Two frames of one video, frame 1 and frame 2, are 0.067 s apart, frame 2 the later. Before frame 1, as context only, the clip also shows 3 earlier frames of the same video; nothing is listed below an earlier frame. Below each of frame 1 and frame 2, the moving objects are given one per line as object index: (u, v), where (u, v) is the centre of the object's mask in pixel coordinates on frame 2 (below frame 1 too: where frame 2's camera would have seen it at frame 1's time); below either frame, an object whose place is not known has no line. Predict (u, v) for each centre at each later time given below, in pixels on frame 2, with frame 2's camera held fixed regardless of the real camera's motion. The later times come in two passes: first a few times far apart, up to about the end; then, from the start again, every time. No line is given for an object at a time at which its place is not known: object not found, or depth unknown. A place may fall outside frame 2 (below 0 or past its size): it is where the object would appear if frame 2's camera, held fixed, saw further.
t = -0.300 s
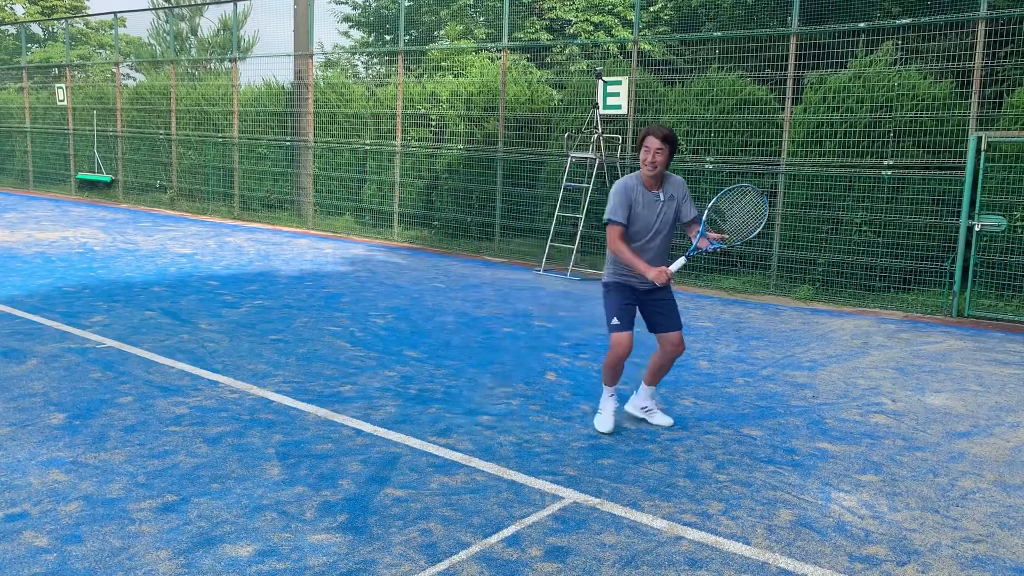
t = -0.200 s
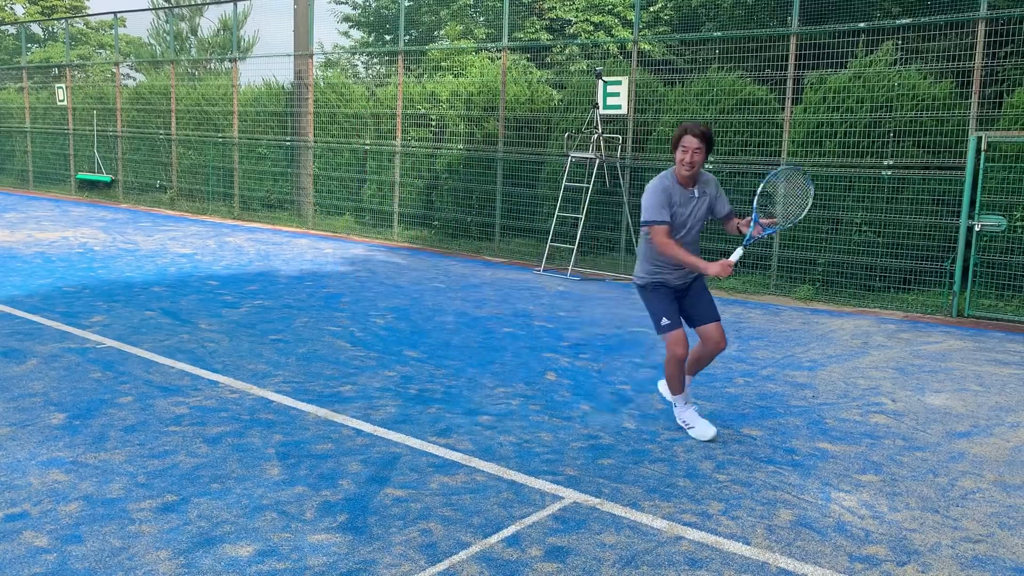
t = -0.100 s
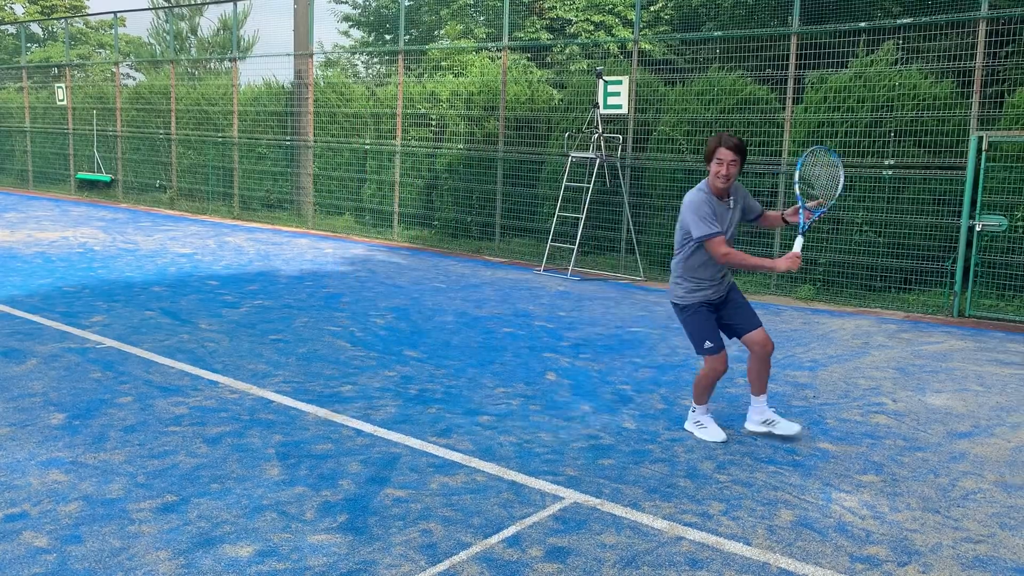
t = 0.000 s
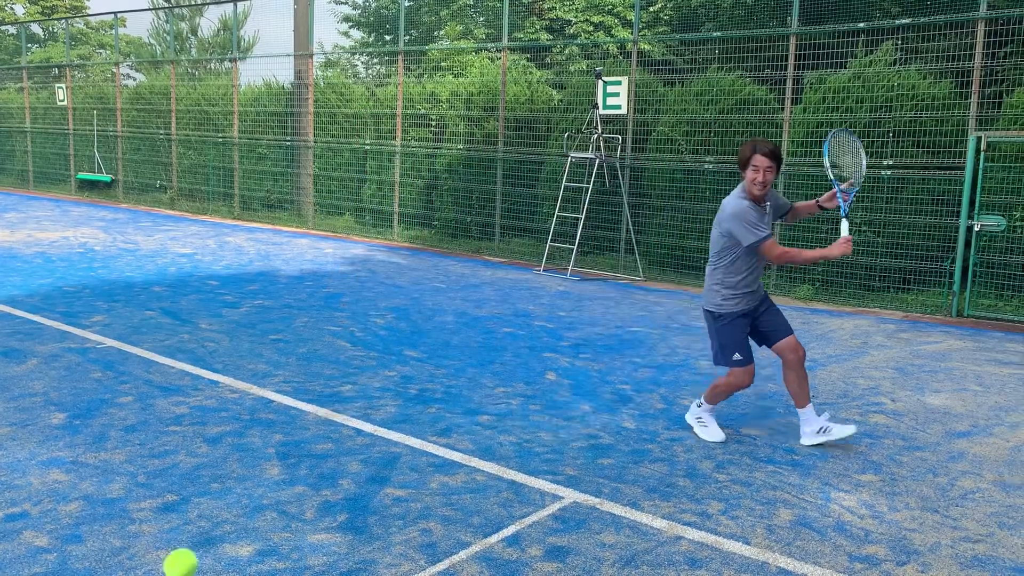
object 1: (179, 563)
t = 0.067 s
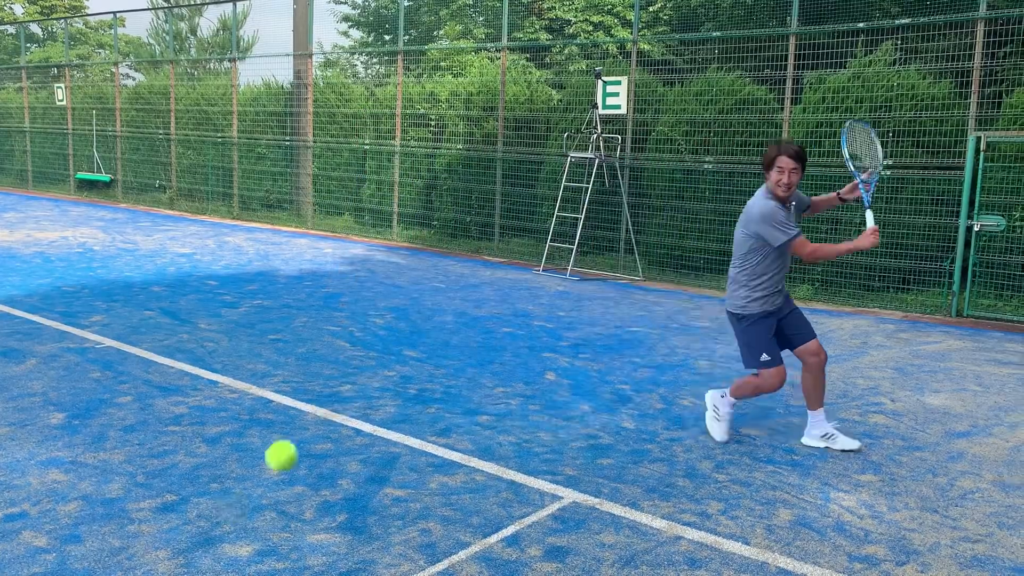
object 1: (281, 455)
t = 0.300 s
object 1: (580, 260)
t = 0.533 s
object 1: (790, 284)
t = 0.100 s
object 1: (330, 410)
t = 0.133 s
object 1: (376, 371)
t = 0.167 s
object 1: (421, 338)
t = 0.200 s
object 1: (464, 311)
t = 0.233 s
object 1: (504, 289)
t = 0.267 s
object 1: (543, 272)
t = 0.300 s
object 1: (580, 260)
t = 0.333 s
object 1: (615, 253)
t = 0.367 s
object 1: (648, 248)
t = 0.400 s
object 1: (680, 249)
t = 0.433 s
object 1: (709, 252)
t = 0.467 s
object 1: (738, 260)
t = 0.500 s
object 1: (765, 270)
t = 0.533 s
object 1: (790, 284)
